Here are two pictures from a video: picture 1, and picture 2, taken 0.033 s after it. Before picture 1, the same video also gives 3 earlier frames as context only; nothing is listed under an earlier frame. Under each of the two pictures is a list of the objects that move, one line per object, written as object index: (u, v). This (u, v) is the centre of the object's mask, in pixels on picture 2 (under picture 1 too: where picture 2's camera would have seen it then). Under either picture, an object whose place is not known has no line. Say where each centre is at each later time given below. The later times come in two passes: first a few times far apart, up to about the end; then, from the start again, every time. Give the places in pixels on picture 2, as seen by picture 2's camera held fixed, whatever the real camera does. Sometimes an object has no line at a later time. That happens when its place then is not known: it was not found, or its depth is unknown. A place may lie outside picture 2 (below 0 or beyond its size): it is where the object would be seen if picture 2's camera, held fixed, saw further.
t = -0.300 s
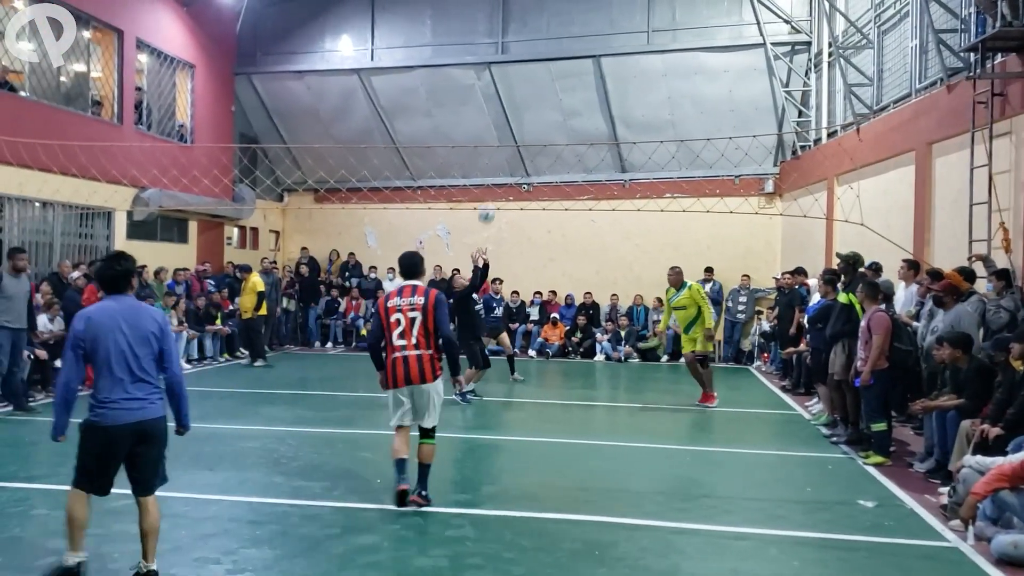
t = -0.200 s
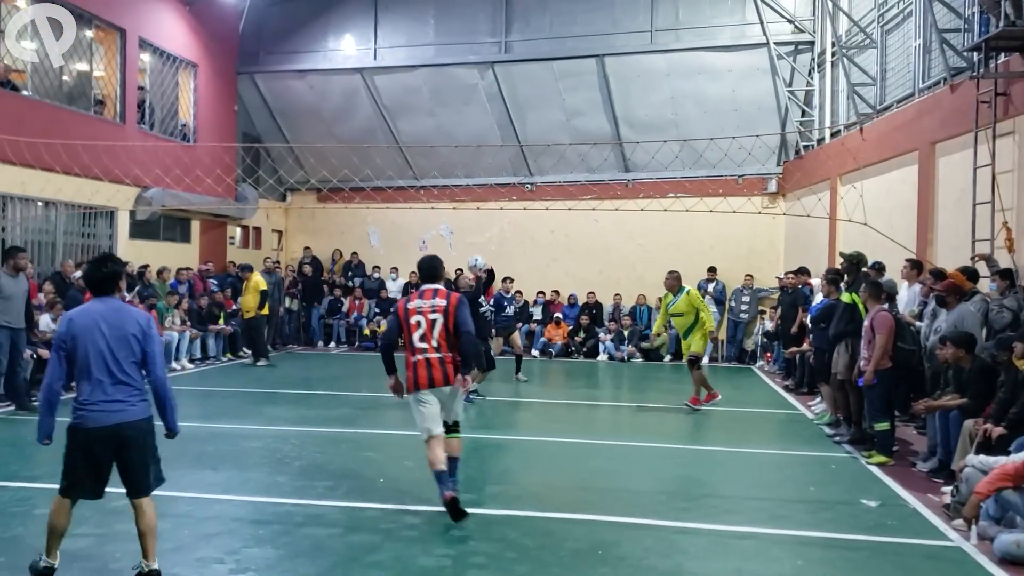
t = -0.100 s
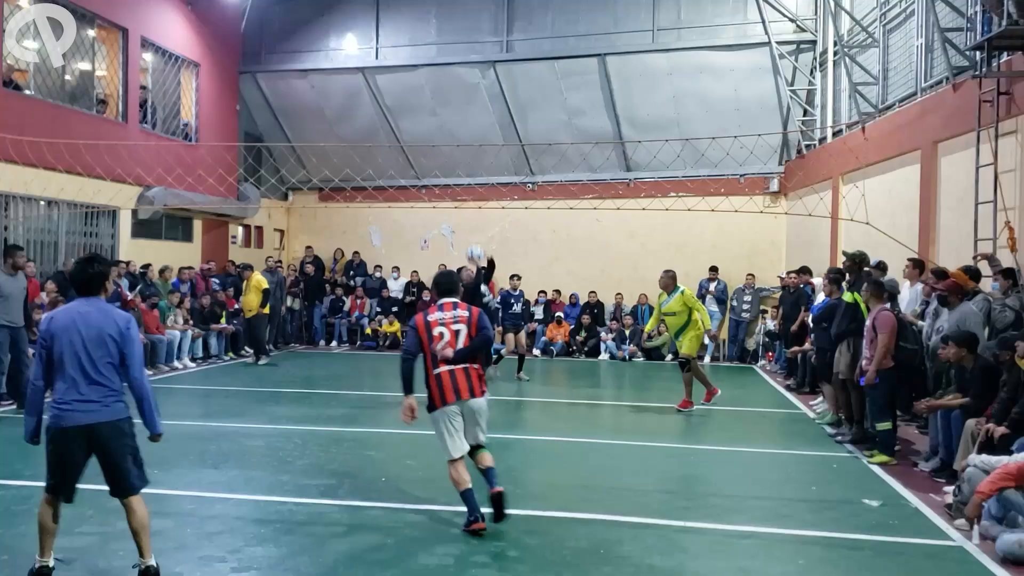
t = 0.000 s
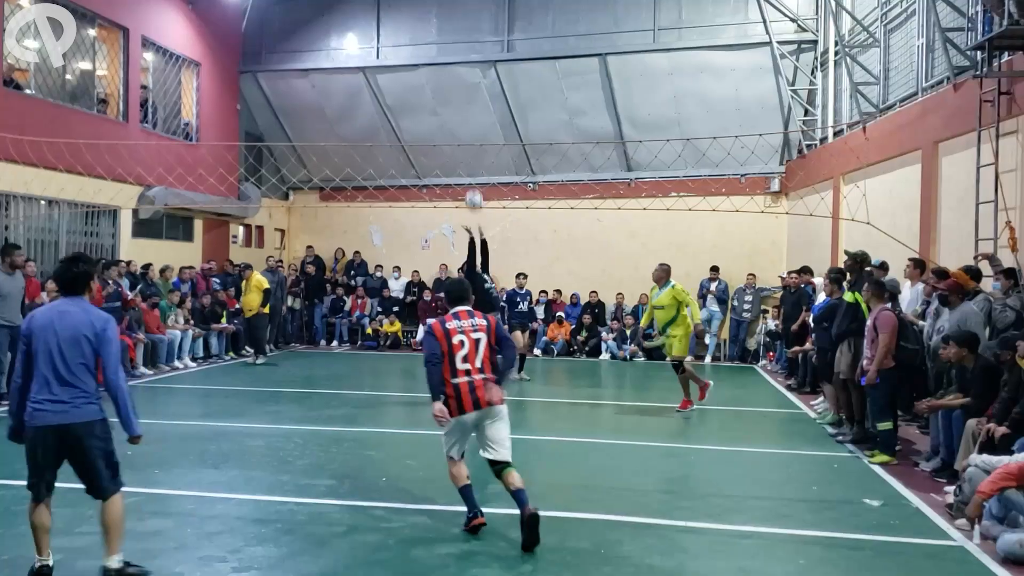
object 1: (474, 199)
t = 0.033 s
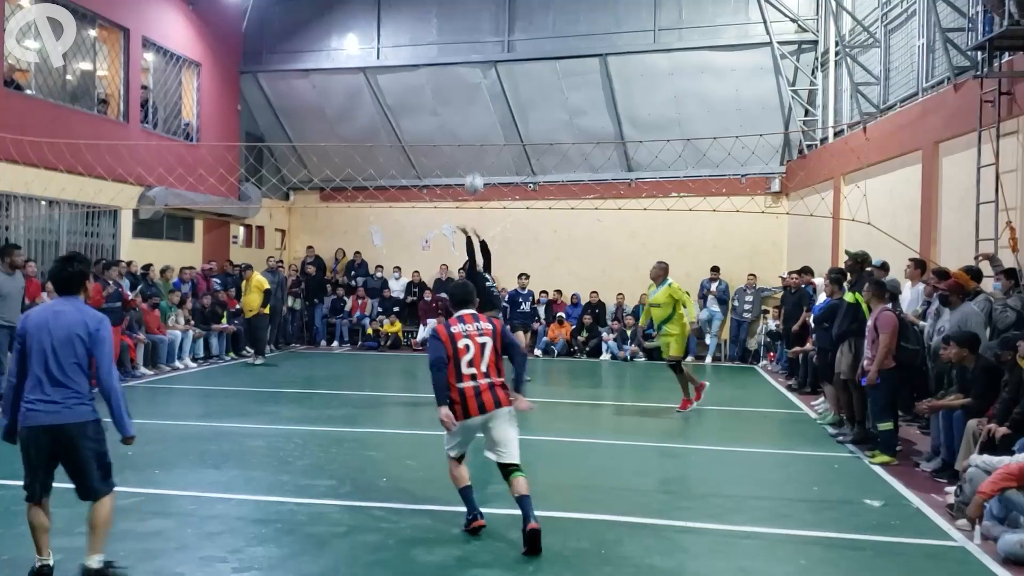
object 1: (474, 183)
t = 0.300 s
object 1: (472, 74)
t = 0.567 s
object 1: (466, 23)
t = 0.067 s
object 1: (474, 166)
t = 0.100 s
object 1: (474, 152)
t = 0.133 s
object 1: (473, 135)
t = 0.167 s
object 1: (474, 121)
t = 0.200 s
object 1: (473, 109)
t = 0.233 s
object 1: (473, 96)
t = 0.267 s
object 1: (472, 84)
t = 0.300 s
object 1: (472, 74)
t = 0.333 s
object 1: (472, 65)
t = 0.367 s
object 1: (471, 56)
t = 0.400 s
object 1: (471, 48)
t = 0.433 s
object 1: (470, 41)
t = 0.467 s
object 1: (469, 35)
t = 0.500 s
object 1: (468, 31)
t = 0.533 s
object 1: (468, 26)
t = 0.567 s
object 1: (466, 23)
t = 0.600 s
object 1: (465, 21)
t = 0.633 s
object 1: (464, 19)
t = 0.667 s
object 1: (463, 19)
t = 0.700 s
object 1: (463, 19)
